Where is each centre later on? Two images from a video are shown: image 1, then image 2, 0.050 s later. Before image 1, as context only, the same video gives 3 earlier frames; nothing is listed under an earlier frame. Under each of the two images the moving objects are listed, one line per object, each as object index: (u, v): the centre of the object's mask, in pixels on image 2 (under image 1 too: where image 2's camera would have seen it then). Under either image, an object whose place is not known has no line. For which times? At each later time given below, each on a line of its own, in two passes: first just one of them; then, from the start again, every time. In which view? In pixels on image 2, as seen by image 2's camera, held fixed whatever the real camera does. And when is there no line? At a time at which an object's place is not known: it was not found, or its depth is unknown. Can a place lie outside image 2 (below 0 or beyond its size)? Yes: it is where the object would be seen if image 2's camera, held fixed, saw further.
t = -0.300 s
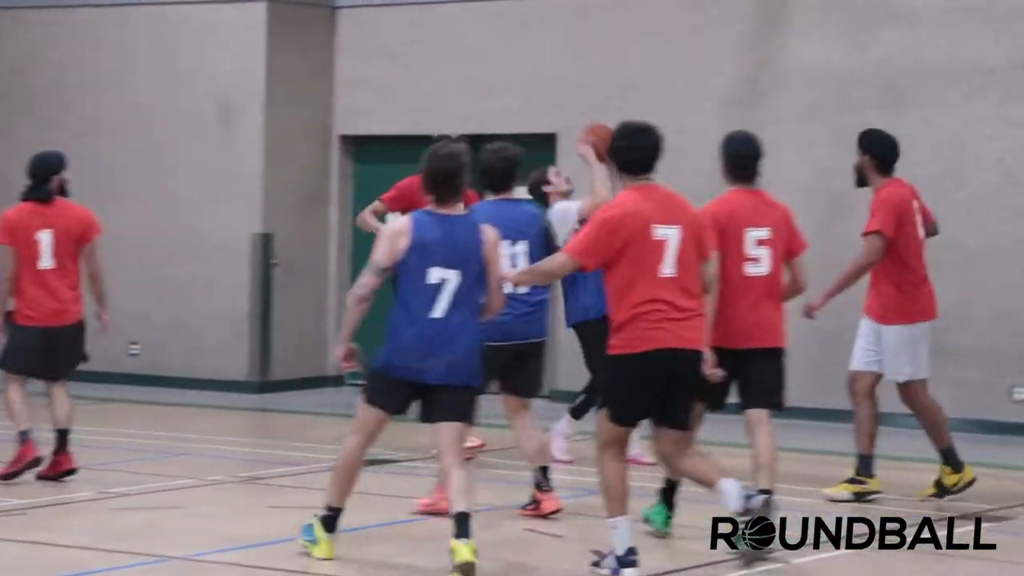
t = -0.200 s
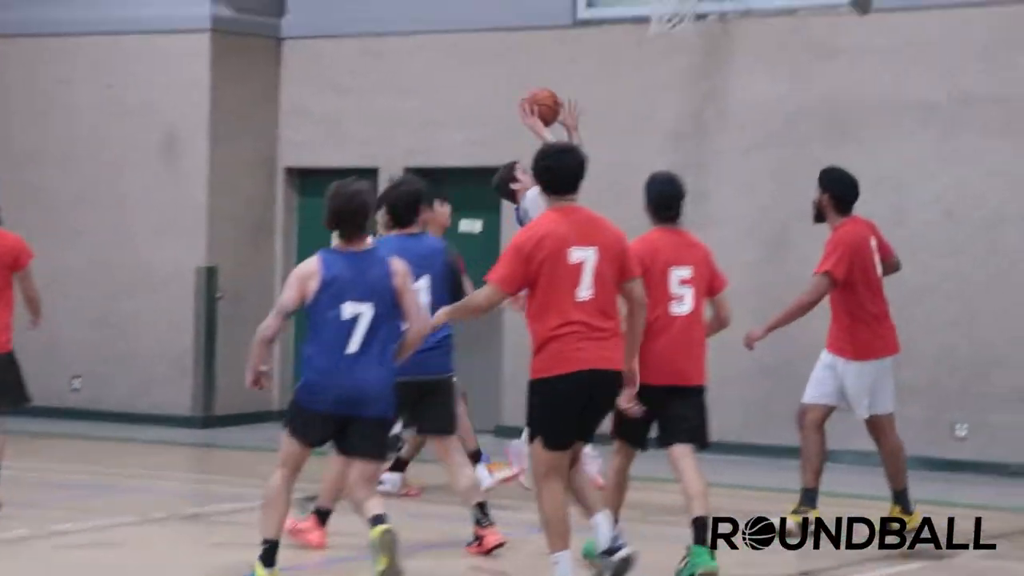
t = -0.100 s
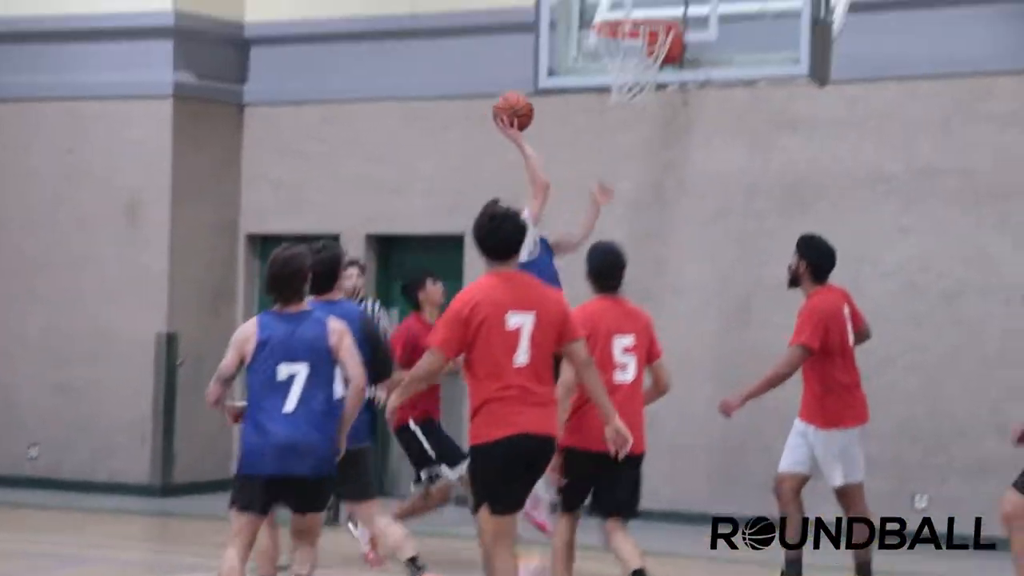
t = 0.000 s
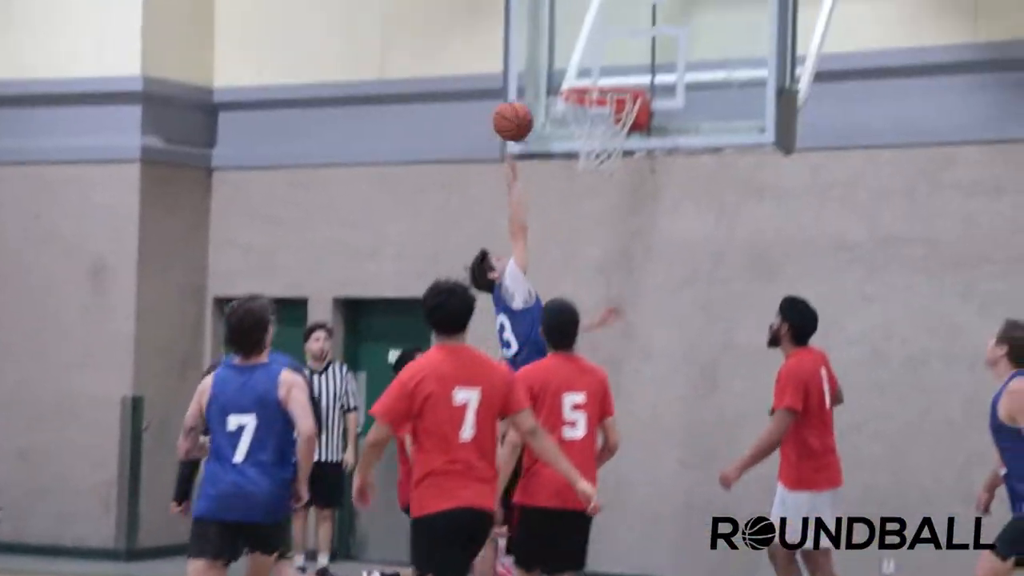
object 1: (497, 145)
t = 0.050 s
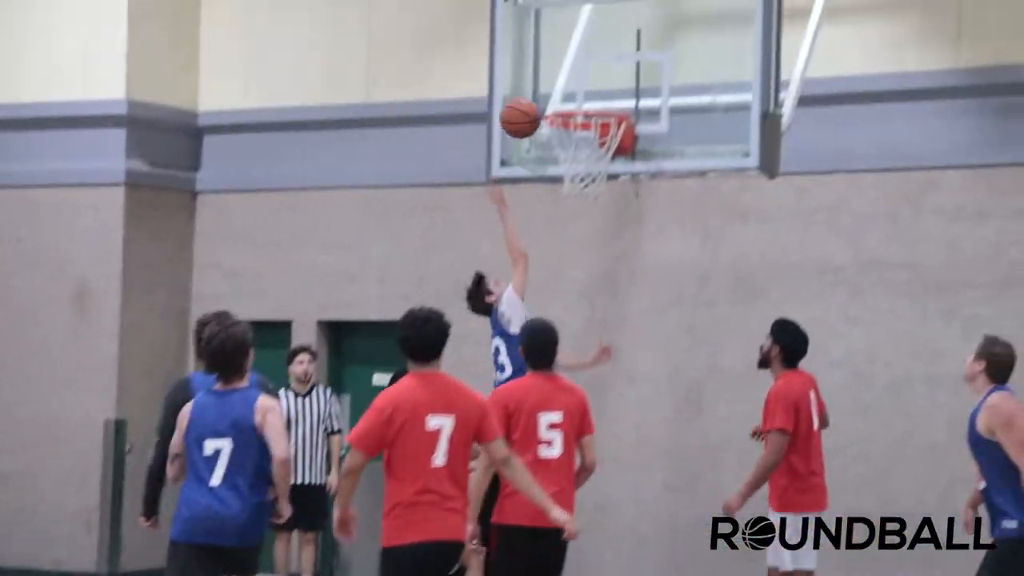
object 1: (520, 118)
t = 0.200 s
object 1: (558, 80)
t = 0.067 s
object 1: (527, 111)
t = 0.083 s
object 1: (534, 103)
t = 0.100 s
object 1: (542, 96)
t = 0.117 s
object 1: (549, 90)
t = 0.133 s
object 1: (553, 87)
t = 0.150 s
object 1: (555, 84)
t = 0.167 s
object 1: (556, 82)
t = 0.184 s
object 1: (557, 81)
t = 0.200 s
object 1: (558, 80)
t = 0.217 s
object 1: (560, 80)
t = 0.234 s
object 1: (562, 79)
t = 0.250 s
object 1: (563, 79)
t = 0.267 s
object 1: (564, 80)
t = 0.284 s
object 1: (566, 81)
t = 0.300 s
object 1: (567, 84)
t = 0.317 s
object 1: (568, 86)
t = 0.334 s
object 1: (570, 88)
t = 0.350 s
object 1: (571, 92)
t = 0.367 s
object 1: (572, 95)
